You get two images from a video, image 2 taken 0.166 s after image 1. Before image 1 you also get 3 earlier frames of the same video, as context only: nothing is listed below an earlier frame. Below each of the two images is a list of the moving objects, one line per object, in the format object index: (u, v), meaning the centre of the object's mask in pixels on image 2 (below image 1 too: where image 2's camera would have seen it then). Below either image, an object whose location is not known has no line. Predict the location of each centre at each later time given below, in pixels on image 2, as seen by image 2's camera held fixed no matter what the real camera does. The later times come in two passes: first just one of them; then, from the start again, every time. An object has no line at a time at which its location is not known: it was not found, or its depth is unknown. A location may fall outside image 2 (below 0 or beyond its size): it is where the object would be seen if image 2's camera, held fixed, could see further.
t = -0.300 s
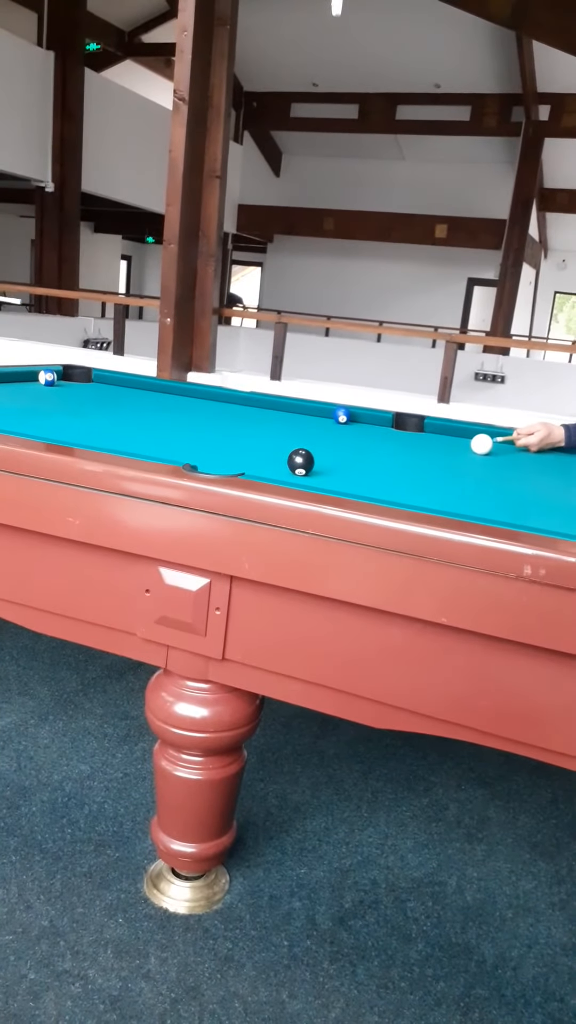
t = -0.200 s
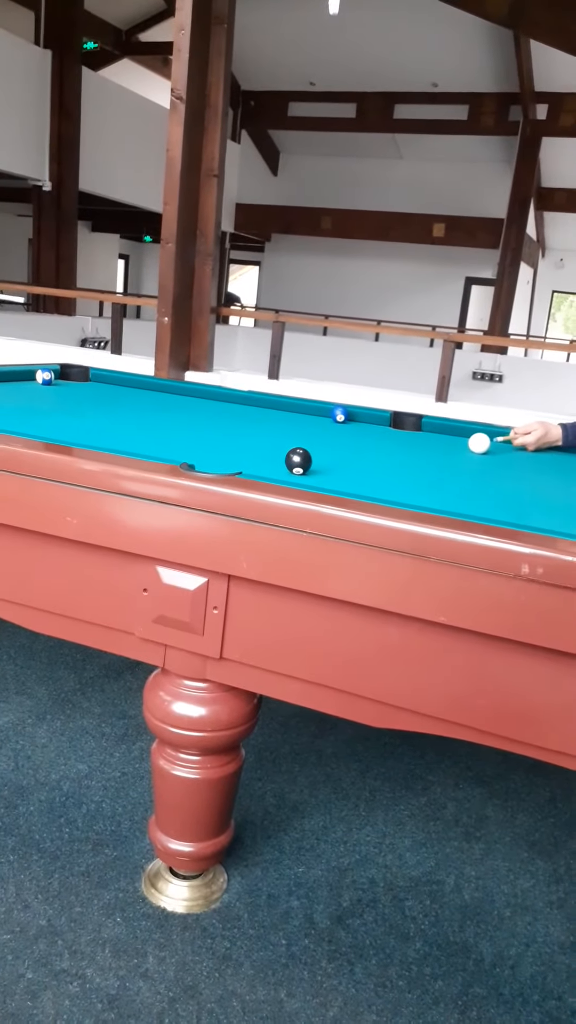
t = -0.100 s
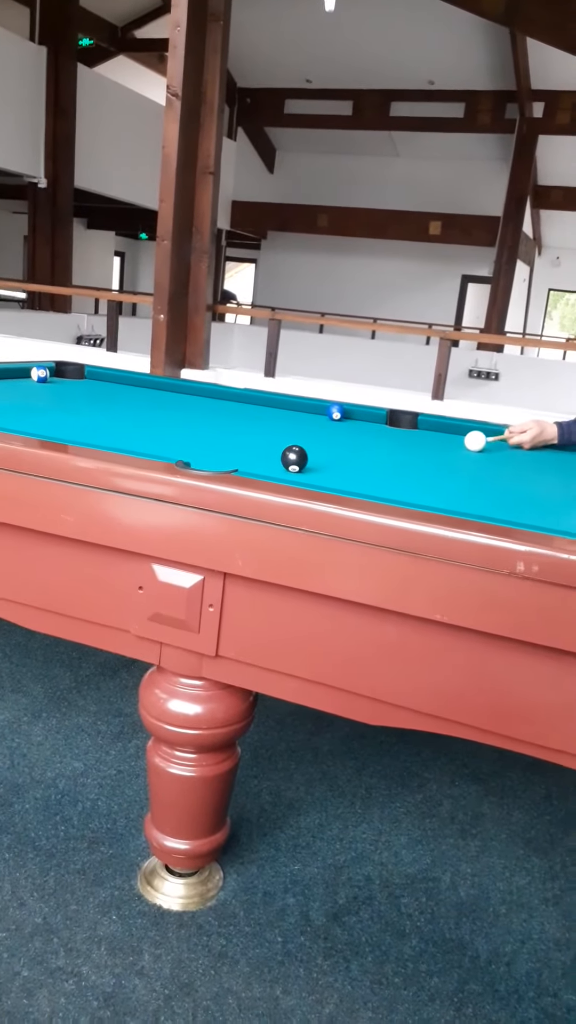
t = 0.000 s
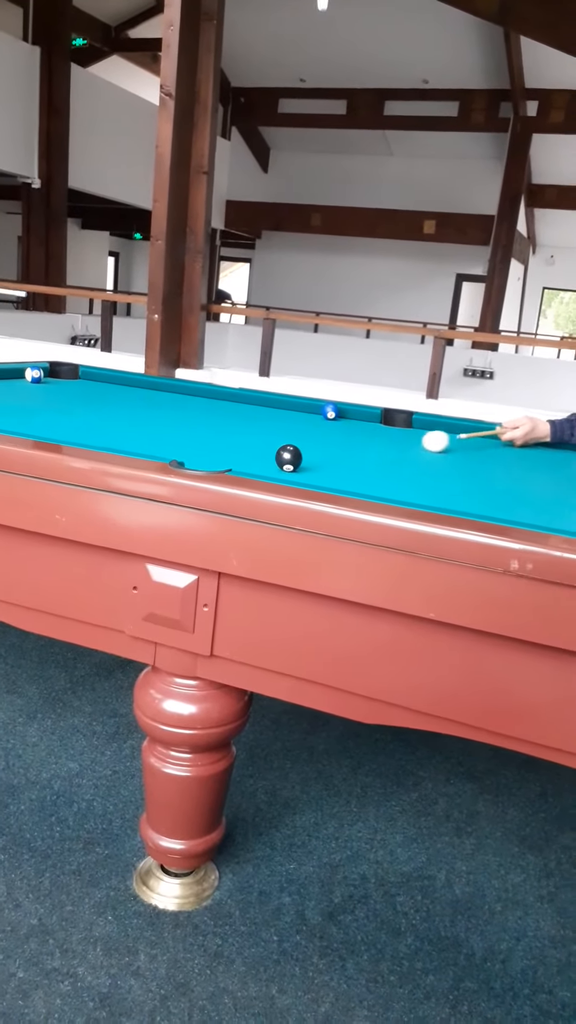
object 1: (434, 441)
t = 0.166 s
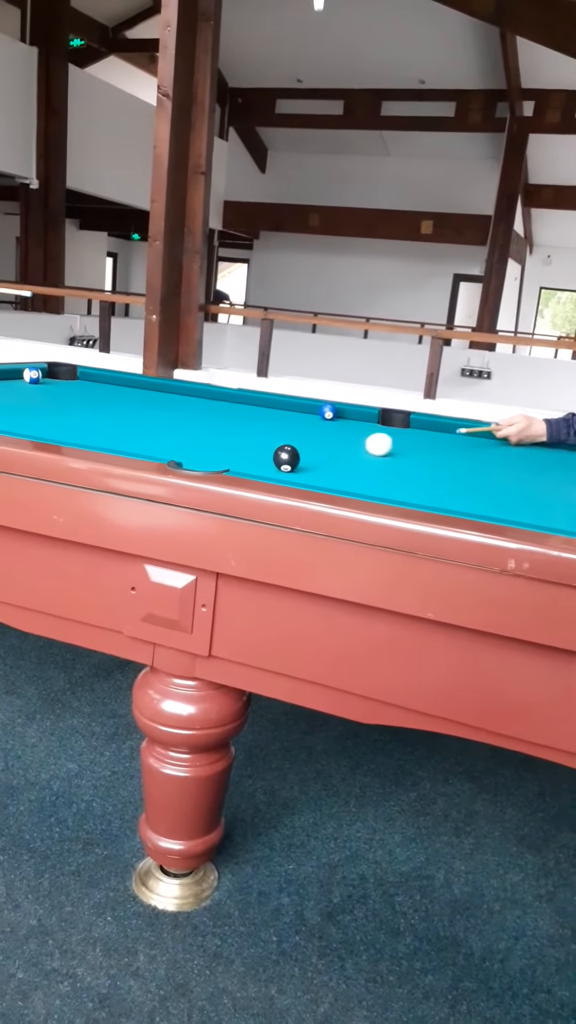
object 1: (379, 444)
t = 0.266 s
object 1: (345, 446)
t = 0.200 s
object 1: (368, 445)
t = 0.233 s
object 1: (356, 446)
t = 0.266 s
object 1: (345, 446)
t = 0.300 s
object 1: (333, 447)
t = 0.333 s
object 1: (320, 448)
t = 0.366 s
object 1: (309, 448)
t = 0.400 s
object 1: (298, 445)
